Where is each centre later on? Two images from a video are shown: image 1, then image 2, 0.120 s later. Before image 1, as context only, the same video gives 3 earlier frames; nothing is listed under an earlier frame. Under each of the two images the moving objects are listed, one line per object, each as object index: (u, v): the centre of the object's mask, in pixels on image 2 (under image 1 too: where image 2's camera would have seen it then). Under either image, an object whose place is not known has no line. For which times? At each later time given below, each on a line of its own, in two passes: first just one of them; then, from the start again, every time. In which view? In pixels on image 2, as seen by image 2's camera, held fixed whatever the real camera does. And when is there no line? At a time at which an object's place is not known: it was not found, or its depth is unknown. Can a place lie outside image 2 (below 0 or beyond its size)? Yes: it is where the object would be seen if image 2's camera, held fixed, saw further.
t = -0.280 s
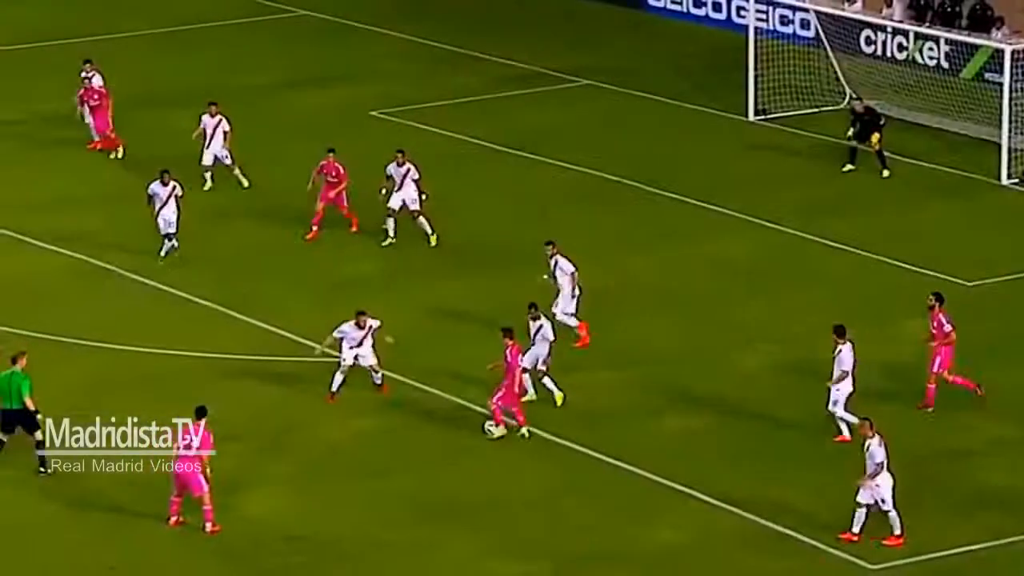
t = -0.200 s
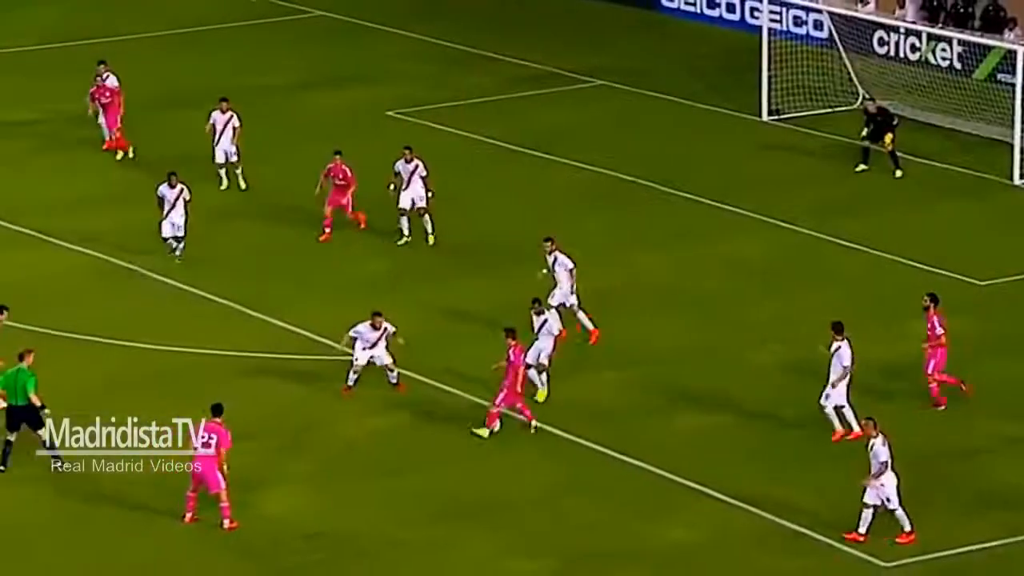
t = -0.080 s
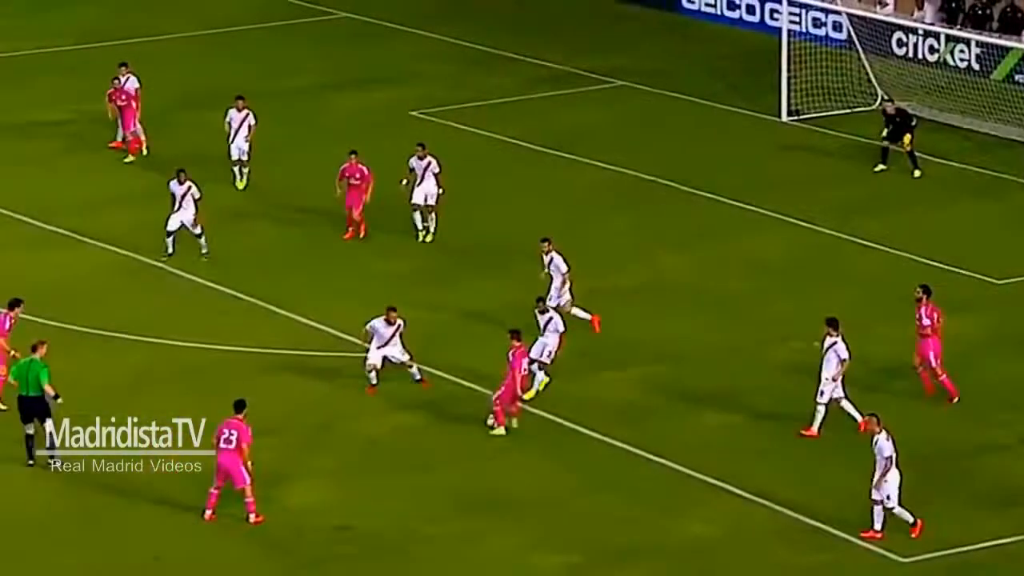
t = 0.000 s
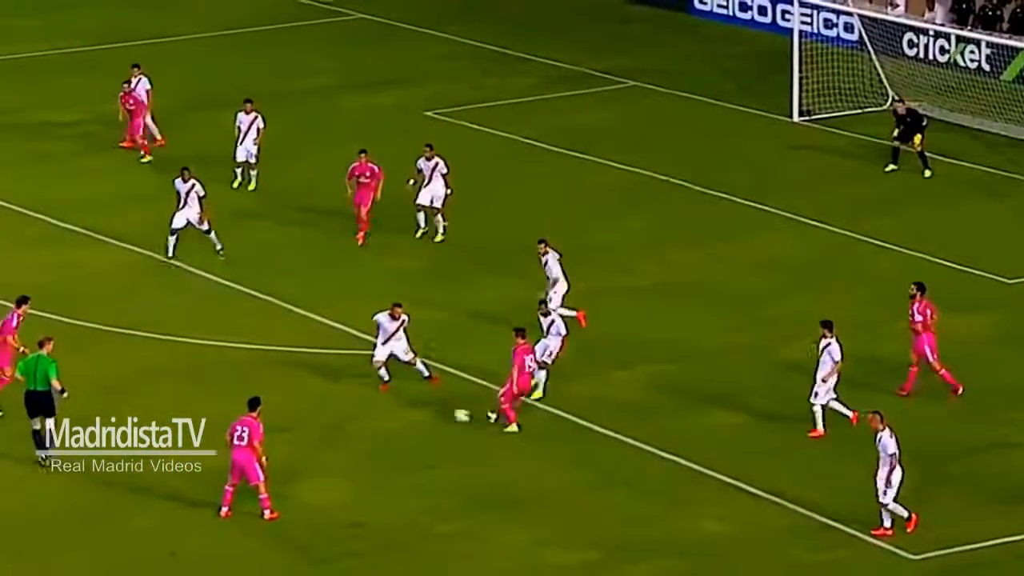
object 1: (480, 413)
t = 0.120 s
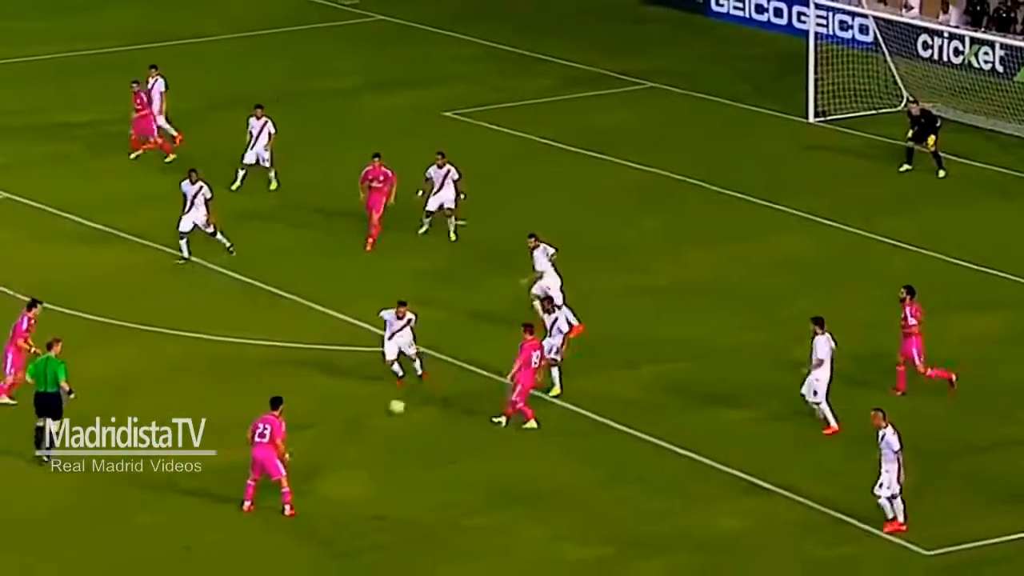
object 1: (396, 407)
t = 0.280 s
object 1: (294, 401)
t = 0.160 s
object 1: (370, 404)
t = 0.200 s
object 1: (346, 404)
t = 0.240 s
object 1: (320, 402)
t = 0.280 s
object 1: (294, 401)
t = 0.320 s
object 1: (269, 398)
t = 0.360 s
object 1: (245, 399)
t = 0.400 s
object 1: (224, 397)
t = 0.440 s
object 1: (200, 396)
